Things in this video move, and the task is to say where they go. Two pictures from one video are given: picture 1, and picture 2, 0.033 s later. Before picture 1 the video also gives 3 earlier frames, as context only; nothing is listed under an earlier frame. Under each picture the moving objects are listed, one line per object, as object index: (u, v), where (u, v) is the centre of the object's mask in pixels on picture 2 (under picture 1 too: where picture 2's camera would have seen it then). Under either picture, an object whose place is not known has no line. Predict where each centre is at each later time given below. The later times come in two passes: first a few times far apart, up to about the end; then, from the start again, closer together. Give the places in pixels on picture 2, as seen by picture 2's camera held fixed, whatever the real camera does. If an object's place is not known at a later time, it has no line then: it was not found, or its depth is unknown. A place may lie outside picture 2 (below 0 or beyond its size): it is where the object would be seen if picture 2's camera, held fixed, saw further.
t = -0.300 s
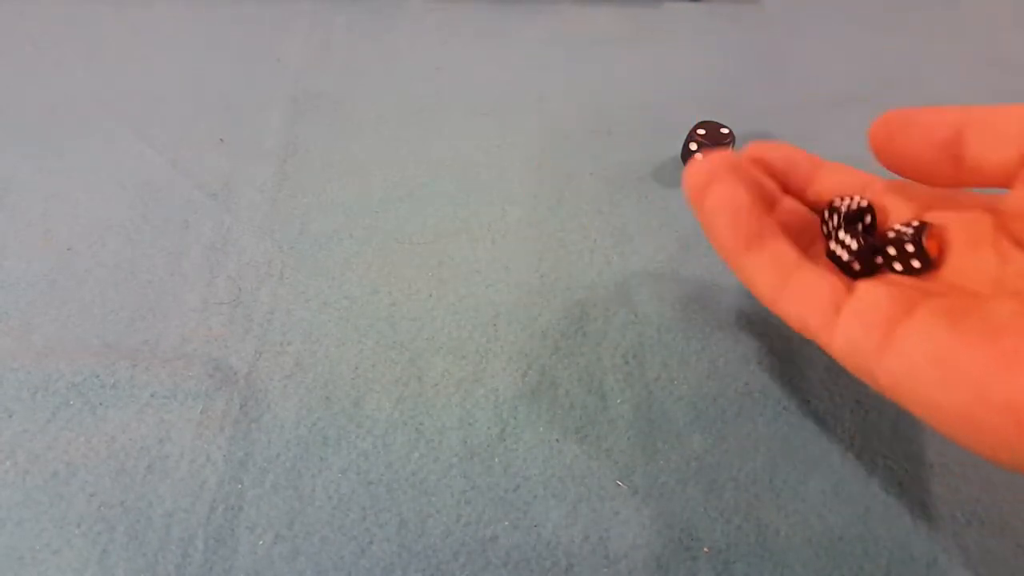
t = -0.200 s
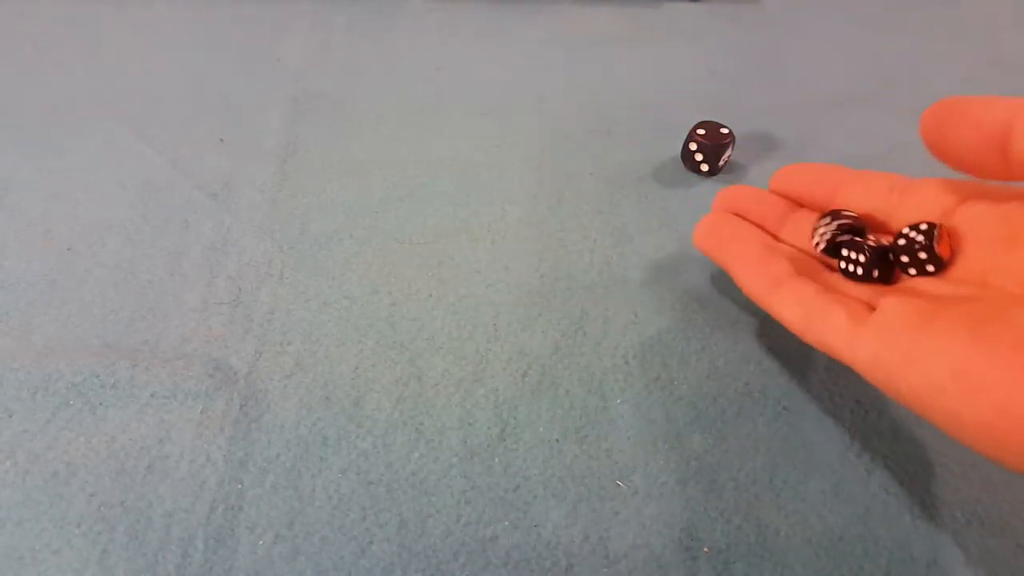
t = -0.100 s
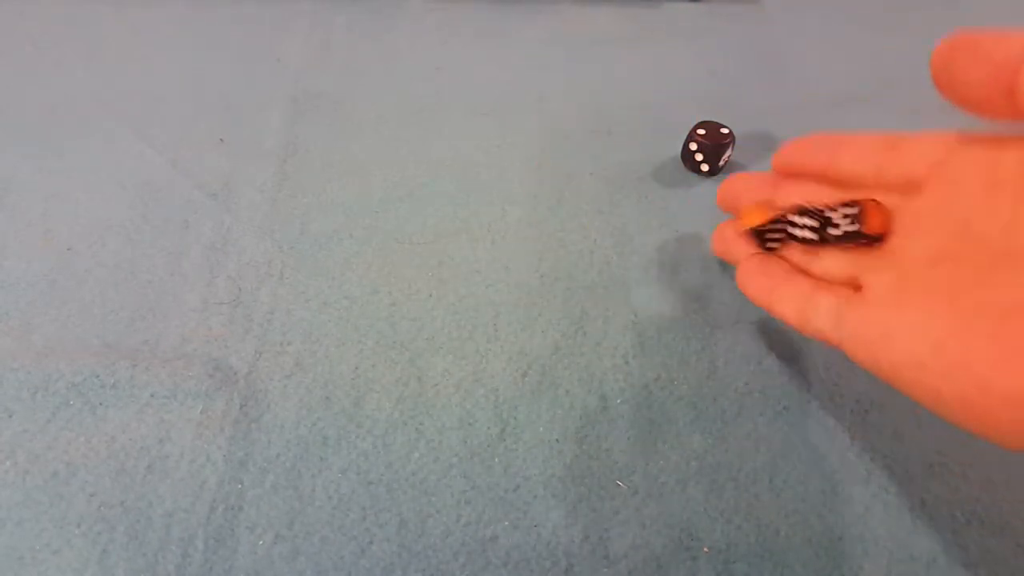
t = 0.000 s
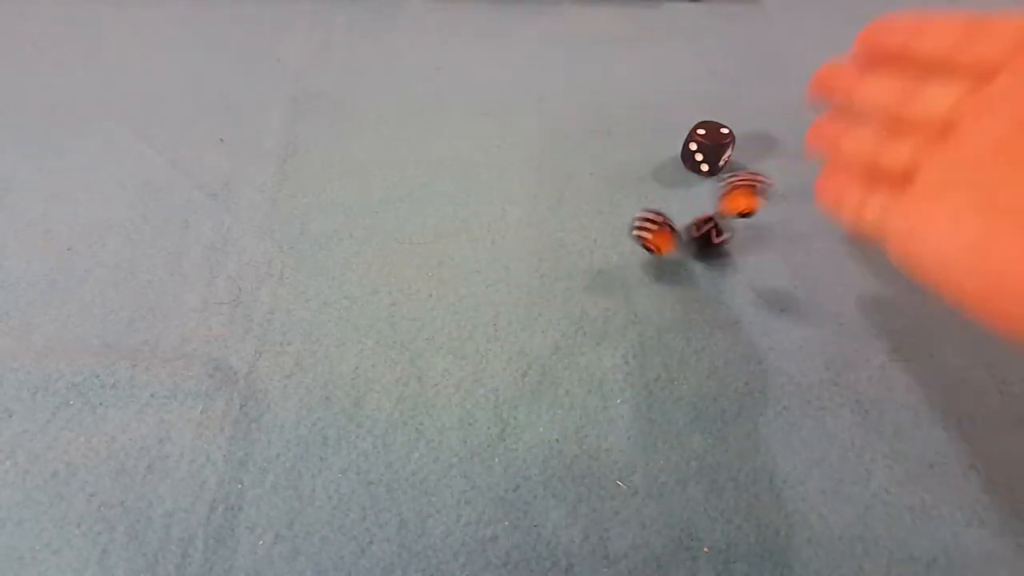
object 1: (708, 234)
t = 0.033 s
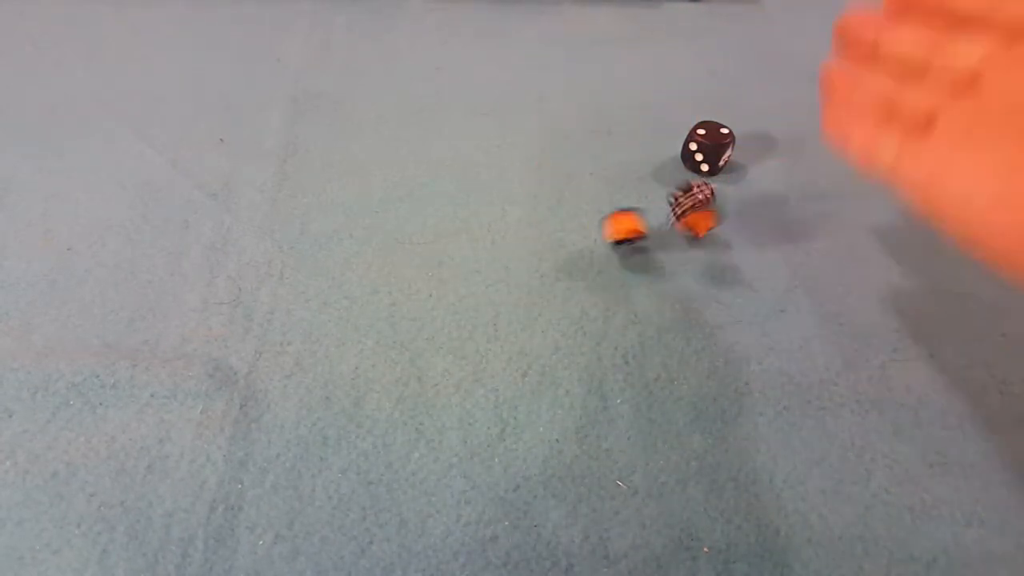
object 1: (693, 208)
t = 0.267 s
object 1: (577, 116)
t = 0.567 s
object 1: (536, 67)
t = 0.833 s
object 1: (538, 71)
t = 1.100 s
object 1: (538, 71)
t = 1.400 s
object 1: (538, 70)
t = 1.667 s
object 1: (538, 71)
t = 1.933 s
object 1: (538, 71)
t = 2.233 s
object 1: (538, 71)
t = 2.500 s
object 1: (538, 71)
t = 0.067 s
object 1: (670, 177)
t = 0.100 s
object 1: (653, 167)
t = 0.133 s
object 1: (639, 141)
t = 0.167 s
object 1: (621, 141)
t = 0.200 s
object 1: (605, 133)
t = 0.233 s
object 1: (593, 126)
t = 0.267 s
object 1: (577, 116)
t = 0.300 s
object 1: (562, 108)
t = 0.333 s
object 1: (552, 99)
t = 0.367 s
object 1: (546, 92)
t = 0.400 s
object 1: (544, 86)
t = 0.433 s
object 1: (542, 82)
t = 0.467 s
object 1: (541, 77)
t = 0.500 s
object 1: (541, 74)
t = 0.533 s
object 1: (541, 71)
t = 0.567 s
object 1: (536, 67)
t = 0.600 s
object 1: (533, 67)
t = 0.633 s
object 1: (534, 68)
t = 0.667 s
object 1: (538, 71)
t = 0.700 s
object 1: (540, 71)
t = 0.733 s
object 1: (538, 71)
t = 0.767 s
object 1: (537, 70)
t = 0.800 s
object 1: (538, 71)
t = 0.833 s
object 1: (538, 71)
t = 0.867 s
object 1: (538, 71)
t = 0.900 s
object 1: (538, 71)
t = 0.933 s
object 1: (538, 71)
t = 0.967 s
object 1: (538, 71)
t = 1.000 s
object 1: (538, 71)
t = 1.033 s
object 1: (538, 71)
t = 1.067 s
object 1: (538, 71)
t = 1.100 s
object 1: (538, 71)
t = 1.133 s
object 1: (538, 71)
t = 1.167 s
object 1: (538, 71)
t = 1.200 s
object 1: (538, 71)
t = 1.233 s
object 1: (538, 71)
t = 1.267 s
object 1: (538, 71)
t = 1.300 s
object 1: (538, 71)
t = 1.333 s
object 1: (538, 70)
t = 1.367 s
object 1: (538, 70)
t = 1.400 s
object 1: (538, 70)
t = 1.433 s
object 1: (538, 70)
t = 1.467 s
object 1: (538, 71)
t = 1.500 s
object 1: (538, 71)
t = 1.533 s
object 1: (538, 71)
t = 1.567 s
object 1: (538, 71)
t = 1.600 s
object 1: (538, 71)
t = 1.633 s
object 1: (538, 71)
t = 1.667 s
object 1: (538, 71)
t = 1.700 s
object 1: (538, 71)
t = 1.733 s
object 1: (538, 71)
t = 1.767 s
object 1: (538, 71)
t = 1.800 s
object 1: (538, 71)
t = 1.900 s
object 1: (538, 71)
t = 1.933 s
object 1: (538, 71)
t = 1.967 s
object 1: (538, 71)
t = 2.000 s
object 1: (538, 71)
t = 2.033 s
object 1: (538, 71)
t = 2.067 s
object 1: (538, 71)
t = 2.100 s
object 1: (538, 71)
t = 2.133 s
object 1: (538, 71)
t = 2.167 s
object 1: (538, 71)
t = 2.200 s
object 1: (538, 71)
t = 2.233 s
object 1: (538, 71)
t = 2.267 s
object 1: (538, 71)
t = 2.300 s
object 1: (538, 71)
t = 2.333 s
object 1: (538, 71)
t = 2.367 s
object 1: (538, 71)
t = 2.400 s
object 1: (538, 71)
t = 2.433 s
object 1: (538, 71)
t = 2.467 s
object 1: (538, 71)
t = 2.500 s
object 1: (538, 71)
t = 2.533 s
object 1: (538, 71)
